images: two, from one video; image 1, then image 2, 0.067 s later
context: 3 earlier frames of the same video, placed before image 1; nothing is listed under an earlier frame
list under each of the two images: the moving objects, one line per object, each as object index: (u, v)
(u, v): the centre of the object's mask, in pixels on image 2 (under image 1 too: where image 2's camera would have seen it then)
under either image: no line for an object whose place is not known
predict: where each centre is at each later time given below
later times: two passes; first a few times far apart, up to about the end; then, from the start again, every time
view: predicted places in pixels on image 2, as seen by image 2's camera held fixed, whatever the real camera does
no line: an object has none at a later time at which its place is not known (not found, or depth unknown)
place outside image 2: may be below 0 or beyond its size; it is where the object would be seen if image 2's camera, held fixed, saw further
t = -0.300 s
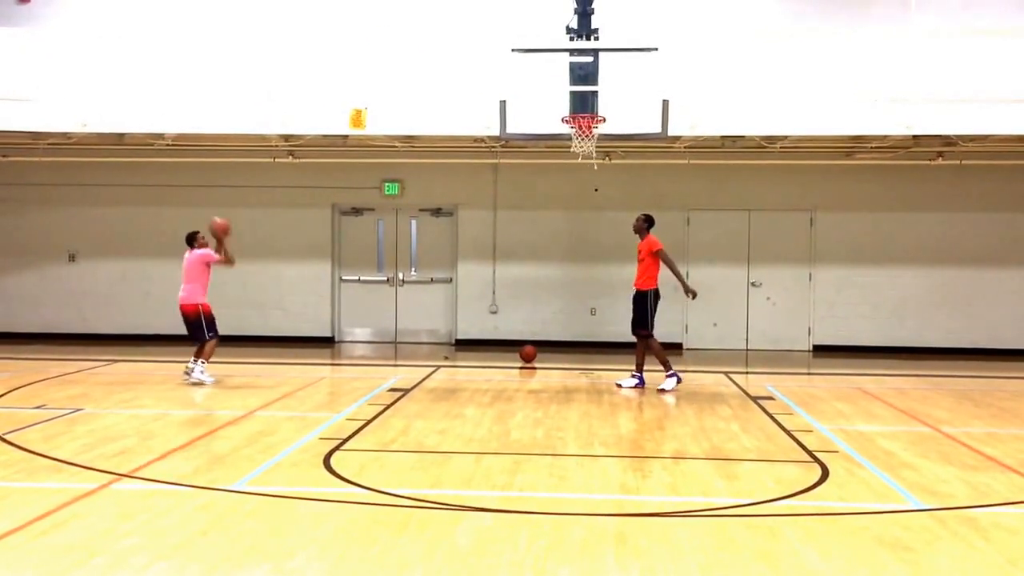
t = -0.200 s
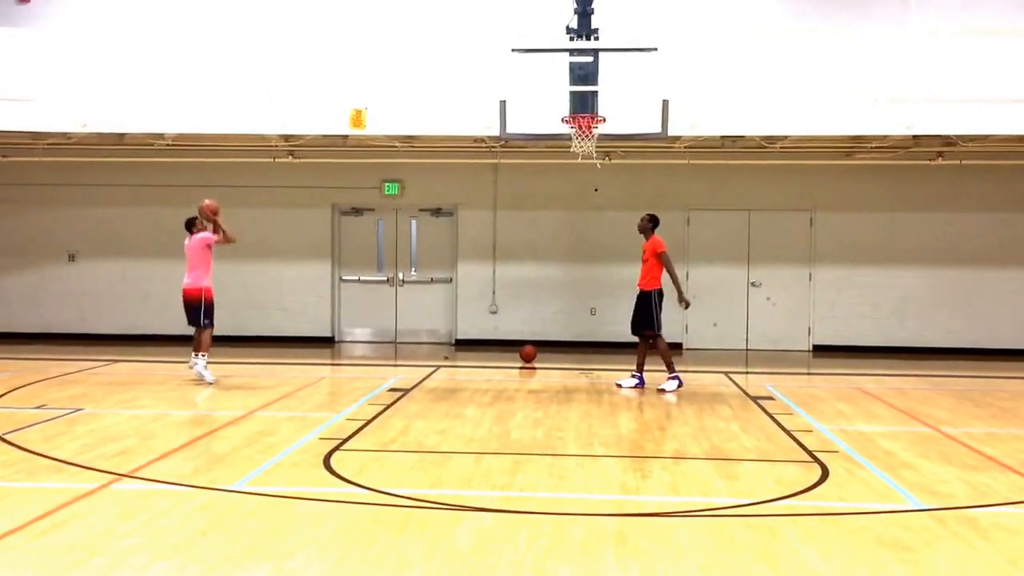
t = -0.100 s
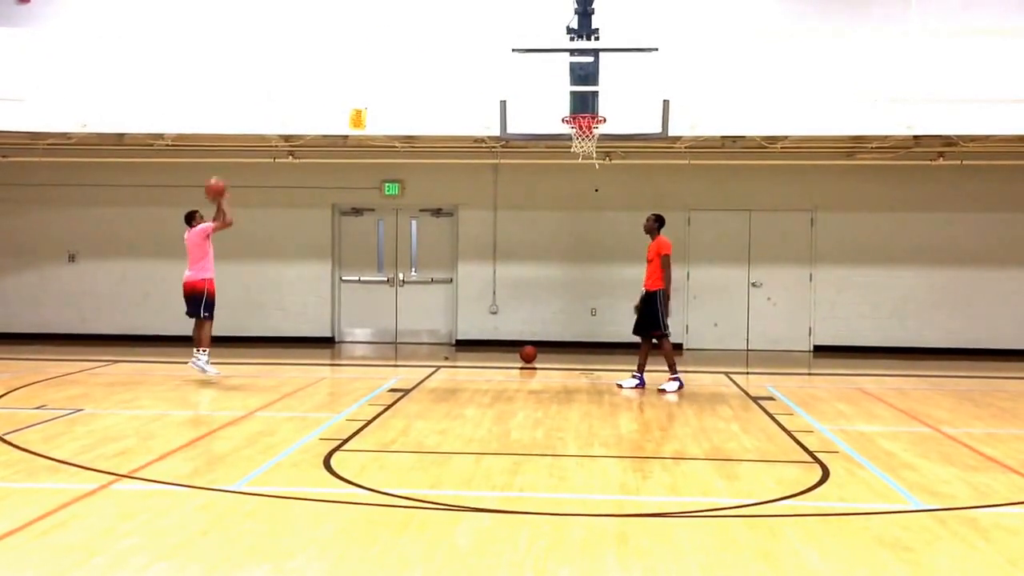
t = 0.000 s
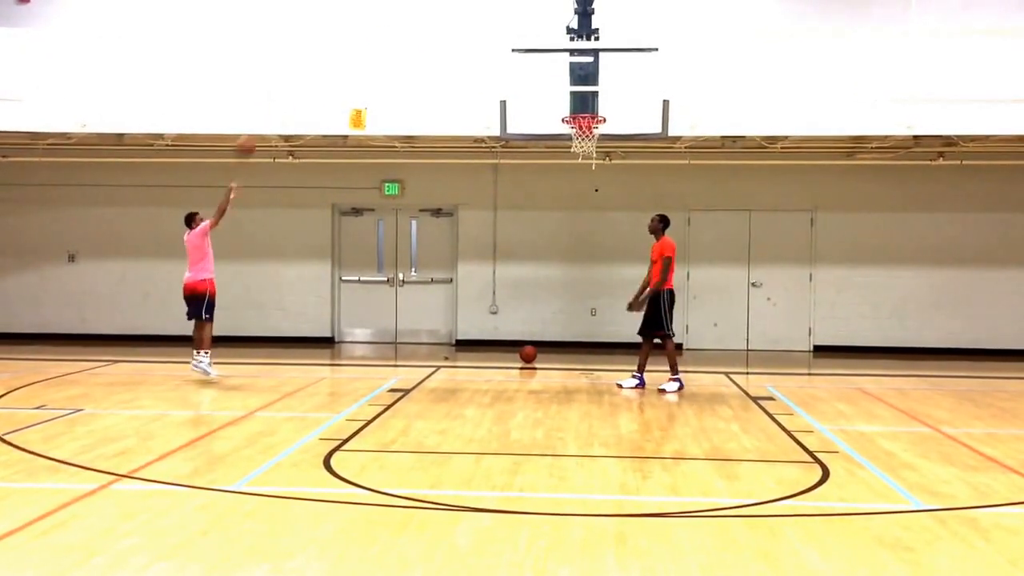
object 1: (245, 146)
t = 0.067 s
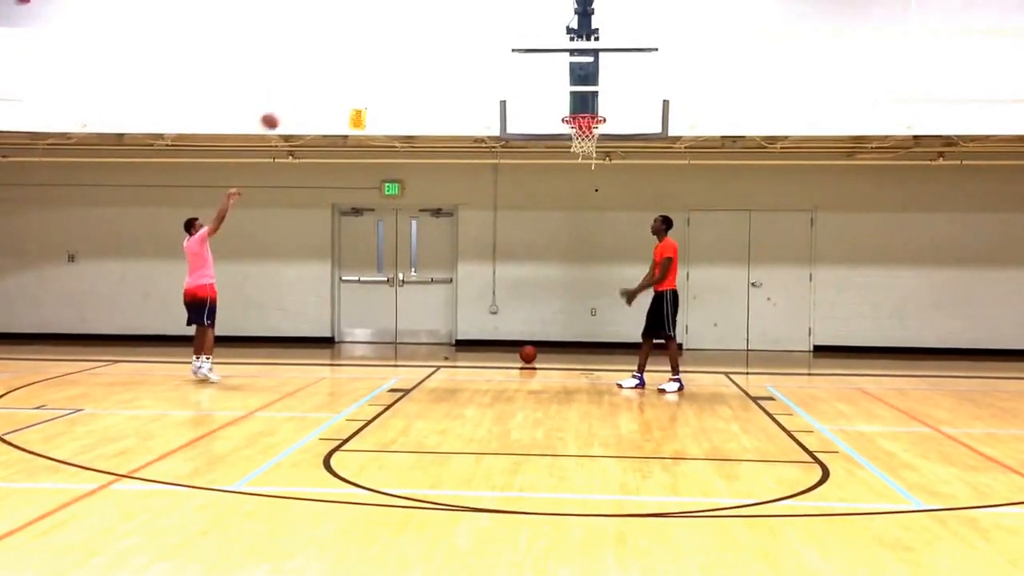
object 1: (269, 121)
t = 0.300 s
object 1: (354, 58)
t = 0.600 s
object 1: (460, 46)
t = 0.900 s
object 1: (563, 108)
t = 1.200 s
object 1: (622, 82)
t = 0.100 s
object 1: (281, 109)
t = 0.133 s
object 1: (293, 99)
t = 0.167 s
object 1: (305, 88)
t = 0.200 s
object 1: (318, 79)
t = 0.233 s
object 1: (330, 72)
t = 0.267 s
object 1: (342, 64)
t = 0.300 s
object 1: (354, 58)
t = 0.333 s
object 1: (365, 53)
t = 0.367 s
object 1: (377, 49)
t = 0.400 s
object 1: (389, 45)
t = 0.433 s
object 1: (401, 43)
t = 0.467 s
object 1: (413, 42)
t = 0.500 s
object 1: (424, 42)
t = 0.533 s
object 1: (436, 42)
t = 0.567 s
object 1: (448, 43)
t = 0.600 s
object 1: (460, 46)
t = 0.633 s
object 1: (472, 49)
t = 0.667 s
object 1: (483, 54)
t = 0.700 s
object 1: (495, 59)
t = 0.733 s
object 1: (507, 66)
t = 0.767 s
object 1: (518, 73)
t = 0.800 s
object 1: (530, 81)
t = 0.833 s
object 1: (542, 90)
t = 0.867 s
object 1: (554, 101)
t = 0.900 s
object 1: (563, 108)
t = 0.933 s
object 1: (571, 102)
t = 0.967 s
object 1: (578, 96)
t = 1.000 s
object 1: (584, 91)
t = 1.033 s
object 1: (589, 87)
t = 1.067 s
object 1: (595, 84)
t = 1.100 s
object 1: (602, 82)
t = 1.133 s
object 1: (608, 81)
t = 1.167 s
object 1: (615, 81)
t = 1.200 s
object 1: (622, 82)
